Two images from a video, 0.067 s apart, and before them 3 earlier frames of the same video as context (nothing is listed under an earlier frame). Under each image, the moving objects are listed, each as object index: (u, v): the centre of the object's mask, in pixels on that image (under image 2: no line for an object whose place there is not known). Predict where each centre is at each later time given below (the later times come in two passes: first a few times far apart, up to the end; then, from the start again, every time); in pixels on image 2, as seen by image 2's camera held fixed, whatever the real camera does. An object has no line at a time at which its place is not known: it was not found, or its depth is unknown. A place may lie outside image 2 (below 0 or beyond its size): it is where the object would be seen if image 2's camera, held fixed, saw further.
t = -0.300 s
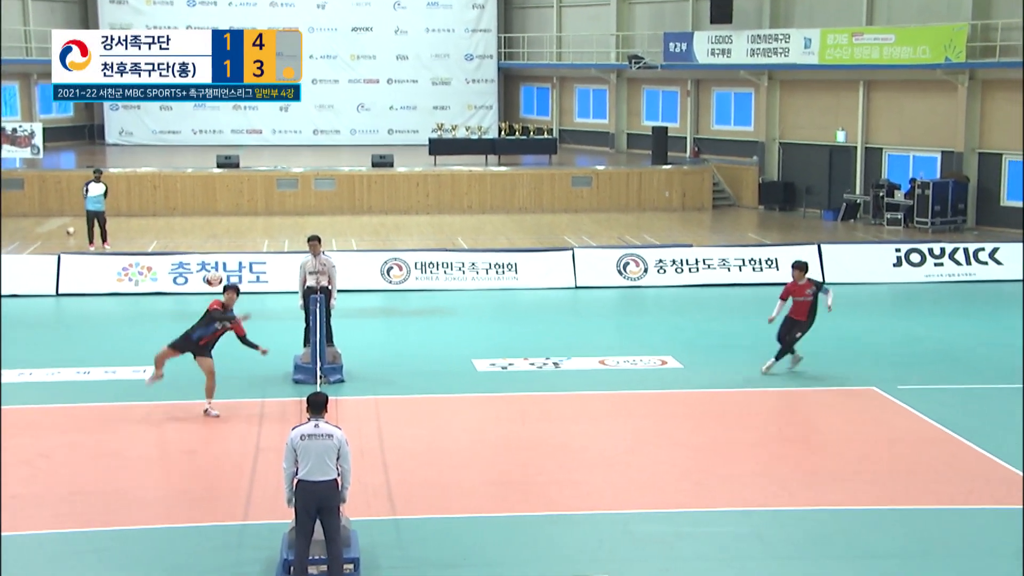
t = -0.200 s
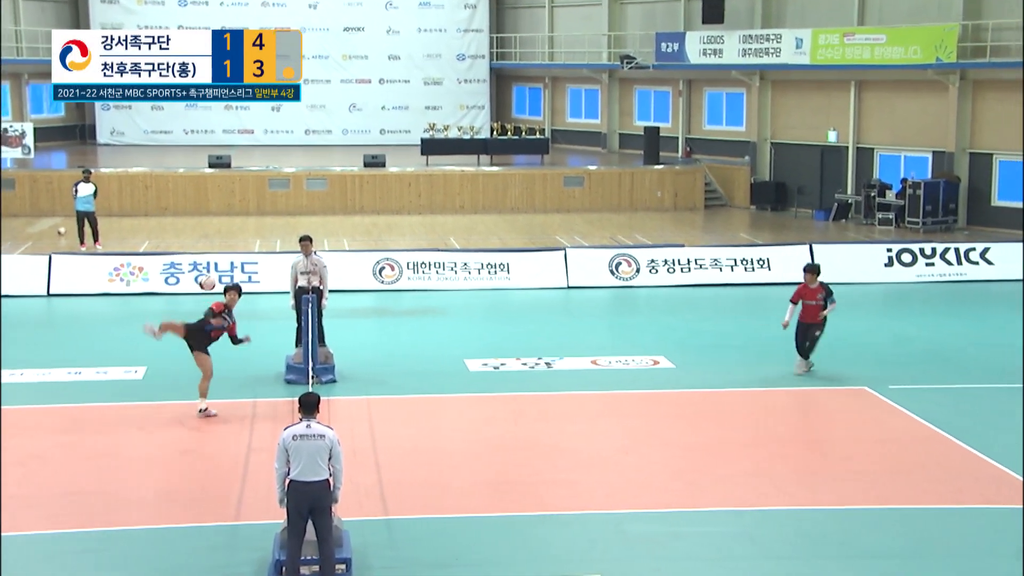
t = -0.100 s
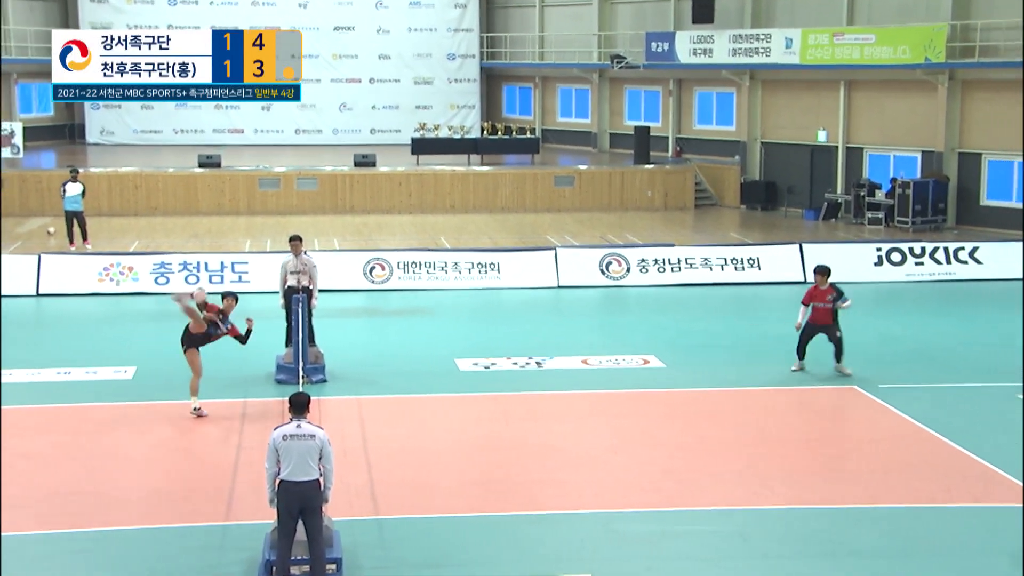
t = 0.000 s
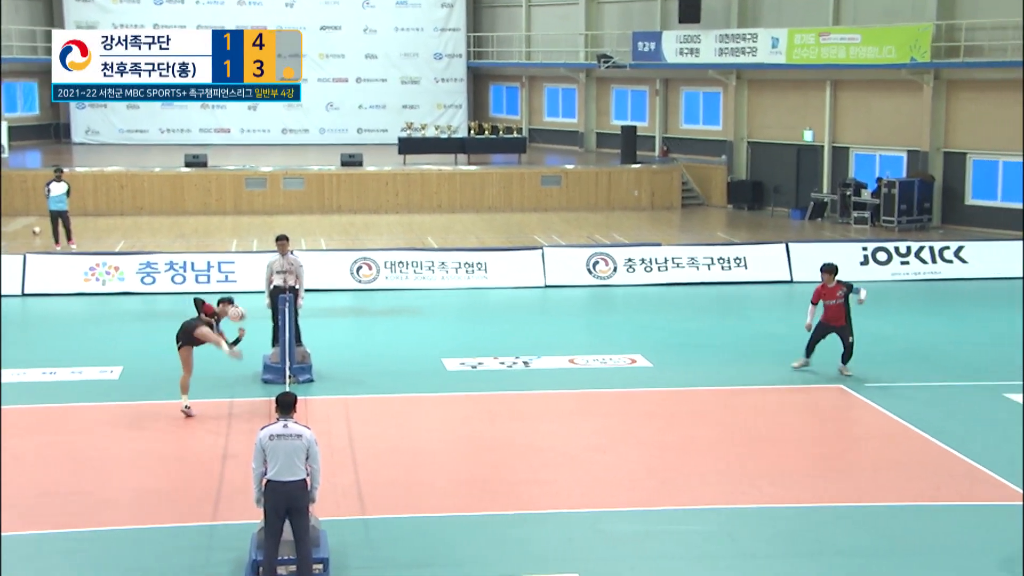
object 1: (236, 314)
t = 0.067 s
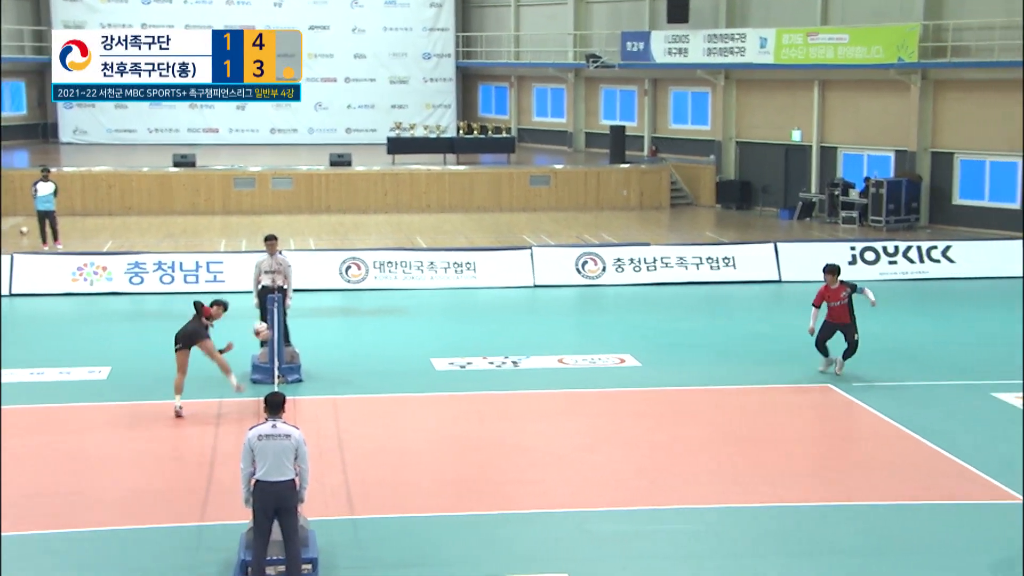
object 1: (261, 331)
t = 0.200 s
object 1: (340, 375)
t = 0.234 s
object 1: (359, 388)
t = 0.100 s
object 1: (280, 340)
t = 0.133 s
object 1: (299, 351)
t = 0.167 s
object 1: (319, 363)
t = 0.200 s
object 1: (340, 375)
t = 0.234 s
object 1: (359, 388)
